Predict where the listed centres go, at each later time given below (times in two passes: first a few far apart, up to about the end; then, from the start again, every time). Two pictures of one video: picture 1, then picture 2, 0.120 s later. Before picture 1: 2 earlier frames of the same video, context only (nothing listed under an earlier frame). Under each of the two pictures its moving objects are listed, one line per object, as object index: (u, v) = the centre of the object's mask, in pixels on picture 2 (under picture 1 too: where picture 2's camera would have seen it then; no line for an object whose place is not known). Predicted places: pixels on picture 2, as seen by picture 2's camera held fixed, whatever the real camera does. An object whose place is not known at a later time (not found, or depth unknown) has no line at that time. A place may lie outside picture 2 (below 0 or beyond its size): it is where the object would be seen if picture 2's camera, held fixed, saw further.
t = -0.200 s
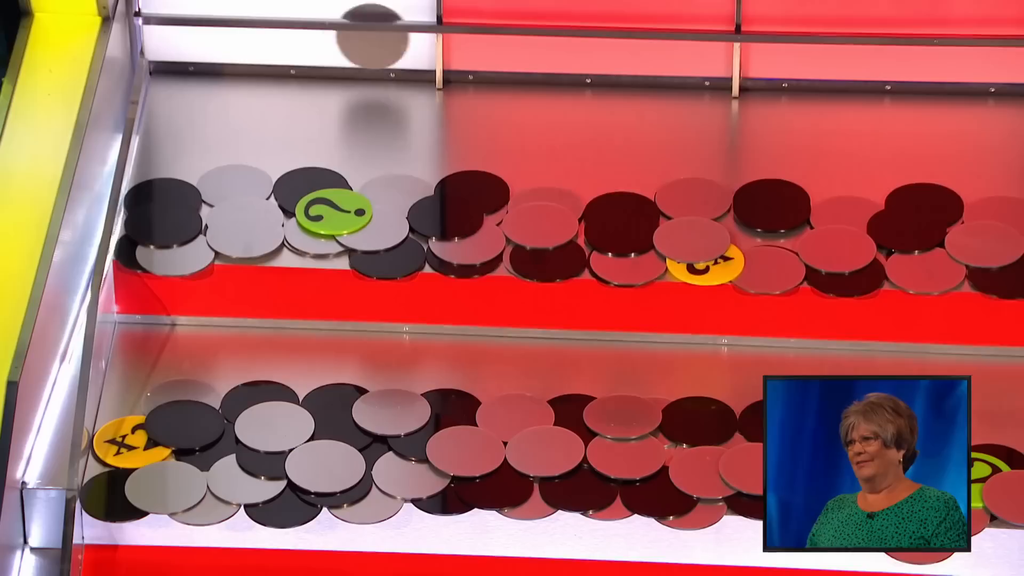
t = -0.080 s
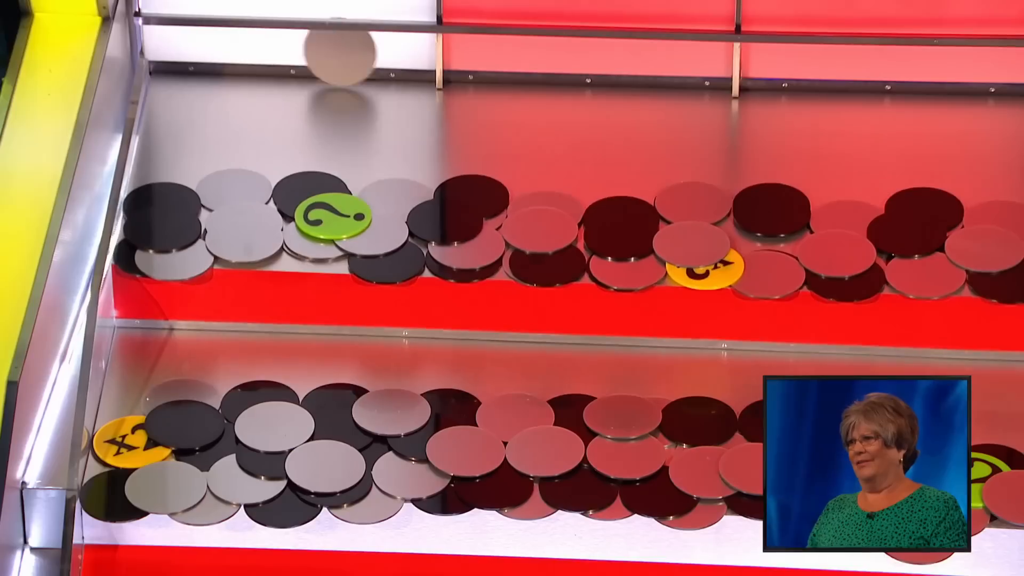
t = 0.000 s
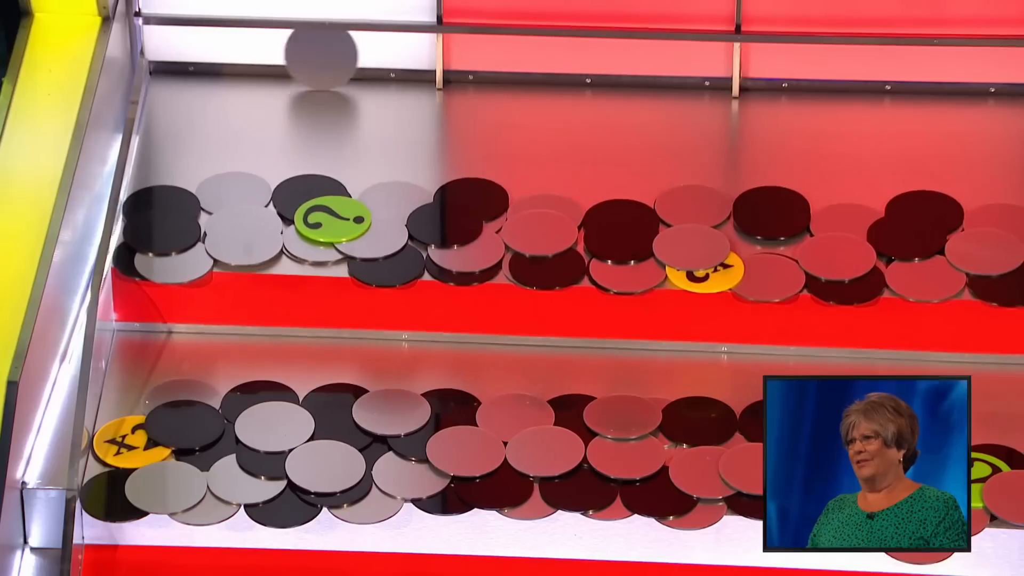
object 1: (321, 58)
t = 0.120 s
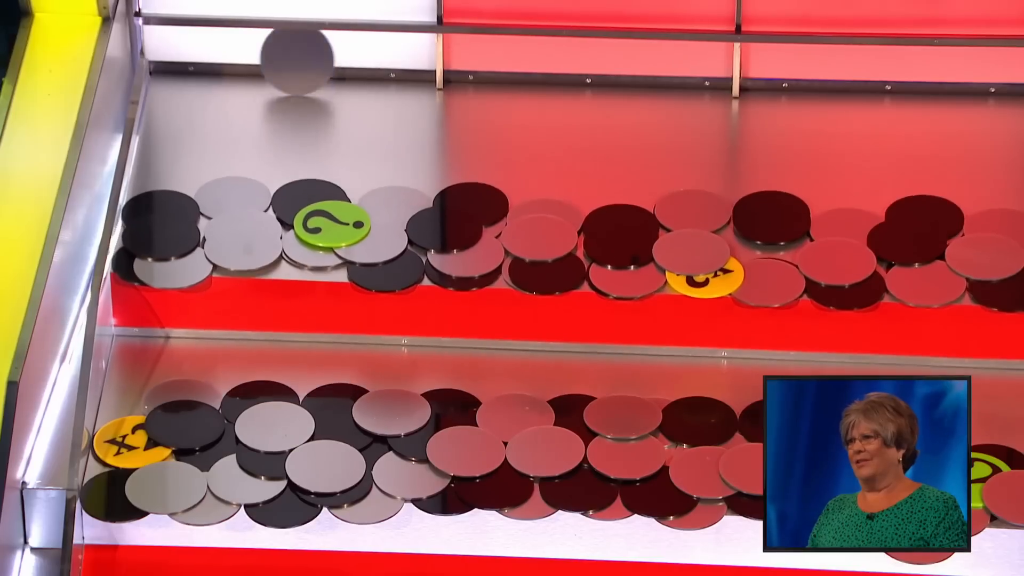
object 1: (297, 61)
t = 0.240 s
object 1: (276, 70)
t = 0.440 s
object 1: (254, 89)
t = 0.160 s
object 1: (289, 62)
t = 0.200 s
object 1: (282, 65)
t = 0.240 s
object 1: (276, 70)
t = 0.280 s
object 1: (270, 77)
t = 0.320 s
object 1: (264, 88)
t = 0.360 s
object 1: (260, 95)
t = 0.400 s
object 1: (257, 90)
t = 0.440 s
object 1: (254, 89)
